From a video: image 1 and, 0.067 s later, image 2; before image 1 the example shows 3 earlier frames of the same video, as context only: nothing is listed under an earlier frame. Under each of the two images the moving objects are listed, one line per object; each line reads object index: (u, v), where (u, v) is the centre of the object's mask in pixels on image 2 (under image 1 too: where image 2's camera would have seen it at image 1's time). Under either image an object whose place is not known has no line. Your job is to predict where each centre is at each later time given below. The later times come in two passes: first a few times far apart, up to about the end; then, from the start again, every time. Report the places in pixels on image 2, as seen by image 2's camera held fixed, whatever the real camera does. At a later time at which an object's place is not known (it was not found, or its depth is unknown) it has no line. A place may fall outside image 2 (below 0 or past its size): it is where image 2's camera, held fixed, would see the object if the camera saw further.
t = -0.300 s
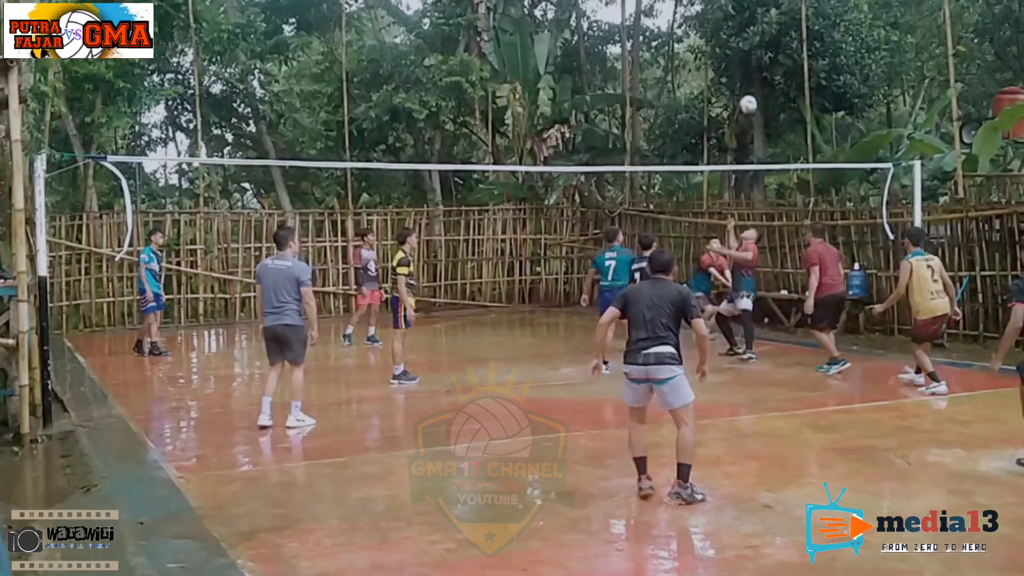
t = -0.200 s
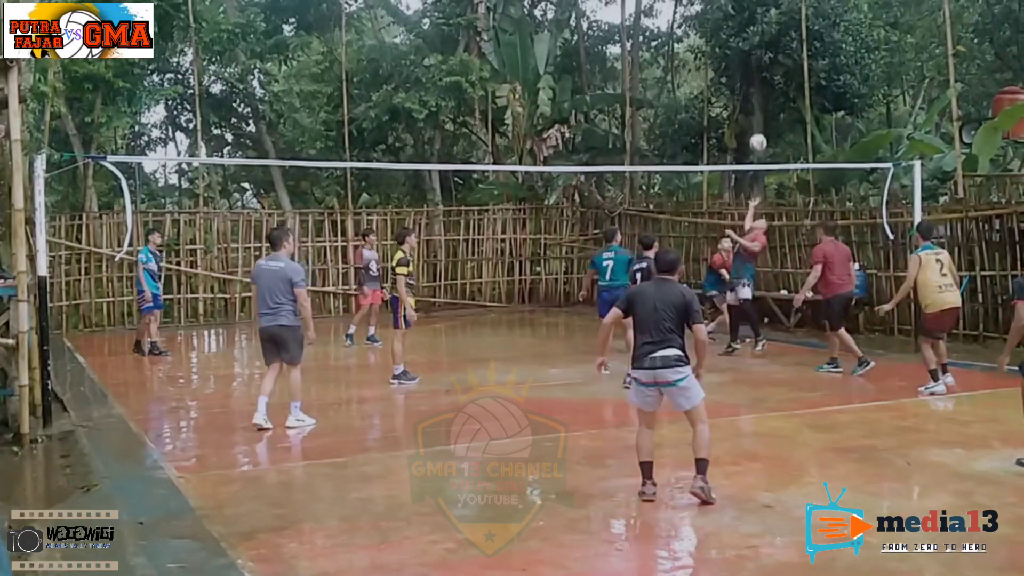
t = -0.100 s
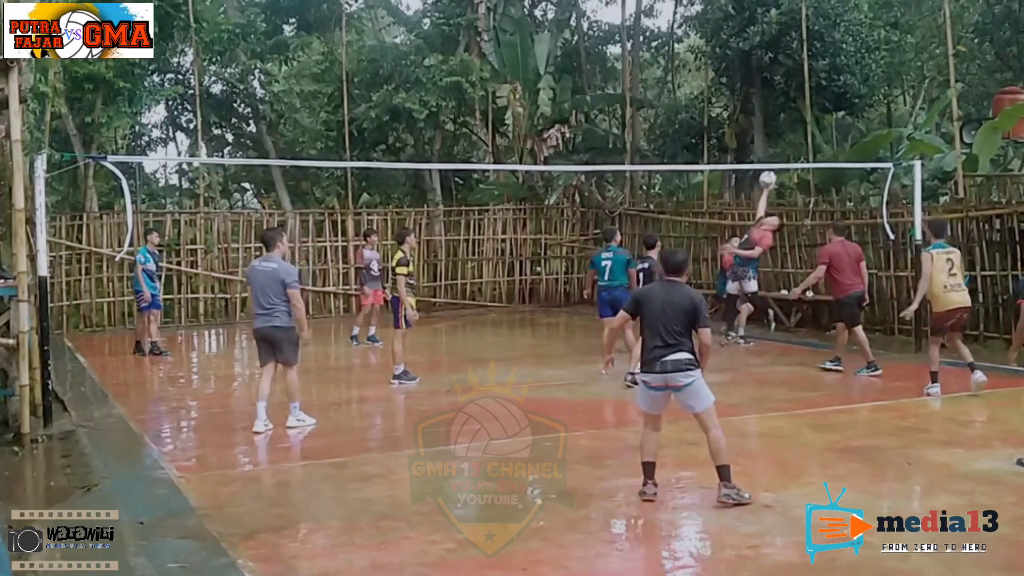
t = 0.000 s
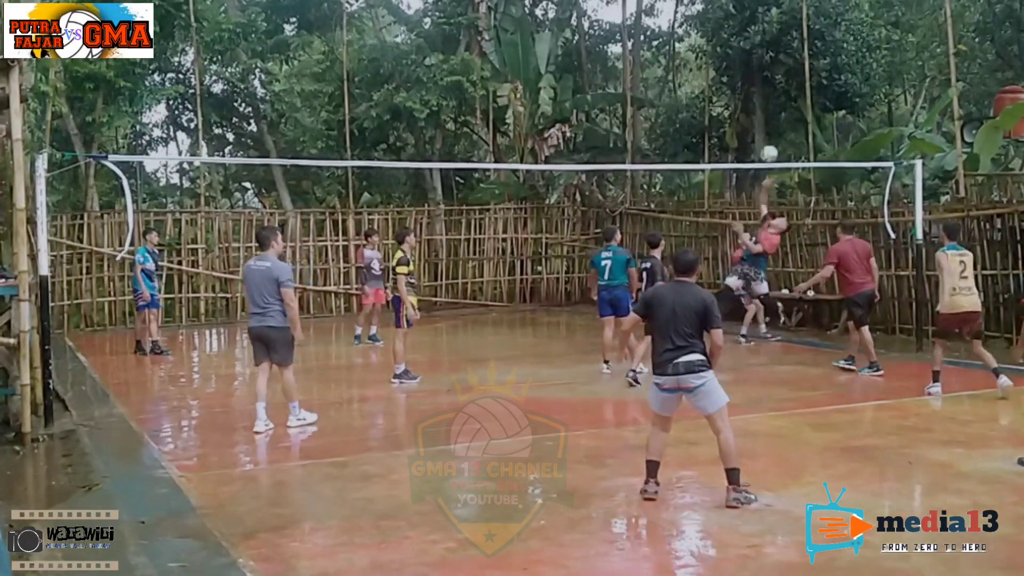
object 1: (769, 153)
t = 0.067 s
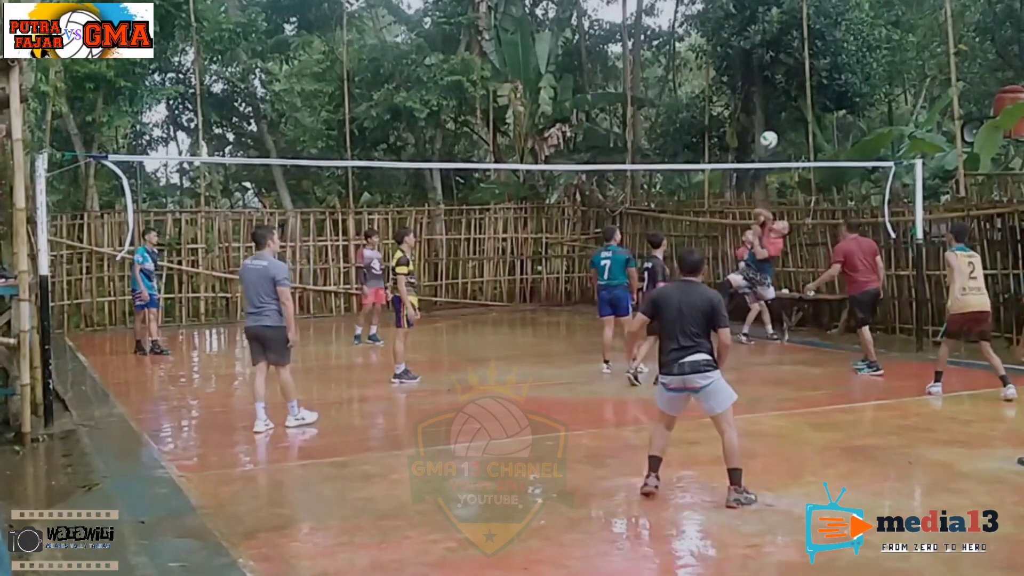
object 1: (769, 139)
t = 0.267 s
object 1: (767, 117)
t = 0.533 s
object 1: (764, 138)
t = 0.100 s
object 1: (769, 134)
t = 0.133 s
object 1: (768, 129)
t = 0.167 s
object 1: (768, 124)
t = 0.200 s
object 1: (768, 121)
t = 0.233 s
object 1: (767, 119)
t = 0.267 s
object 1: (767, 117)
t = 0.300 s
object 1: (766, 116)
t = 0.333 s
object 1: (766, 116)
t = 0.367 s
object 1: (766, 117)
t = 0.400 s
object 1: (765, 119)
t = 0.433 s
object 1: (765, 122)
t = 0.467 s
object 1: (765, 126)
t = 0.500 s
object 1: (764, 132)
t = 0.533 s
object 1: (764, 138)
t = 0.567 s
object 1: (764, 146)
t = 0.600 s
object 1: (763, 154)
